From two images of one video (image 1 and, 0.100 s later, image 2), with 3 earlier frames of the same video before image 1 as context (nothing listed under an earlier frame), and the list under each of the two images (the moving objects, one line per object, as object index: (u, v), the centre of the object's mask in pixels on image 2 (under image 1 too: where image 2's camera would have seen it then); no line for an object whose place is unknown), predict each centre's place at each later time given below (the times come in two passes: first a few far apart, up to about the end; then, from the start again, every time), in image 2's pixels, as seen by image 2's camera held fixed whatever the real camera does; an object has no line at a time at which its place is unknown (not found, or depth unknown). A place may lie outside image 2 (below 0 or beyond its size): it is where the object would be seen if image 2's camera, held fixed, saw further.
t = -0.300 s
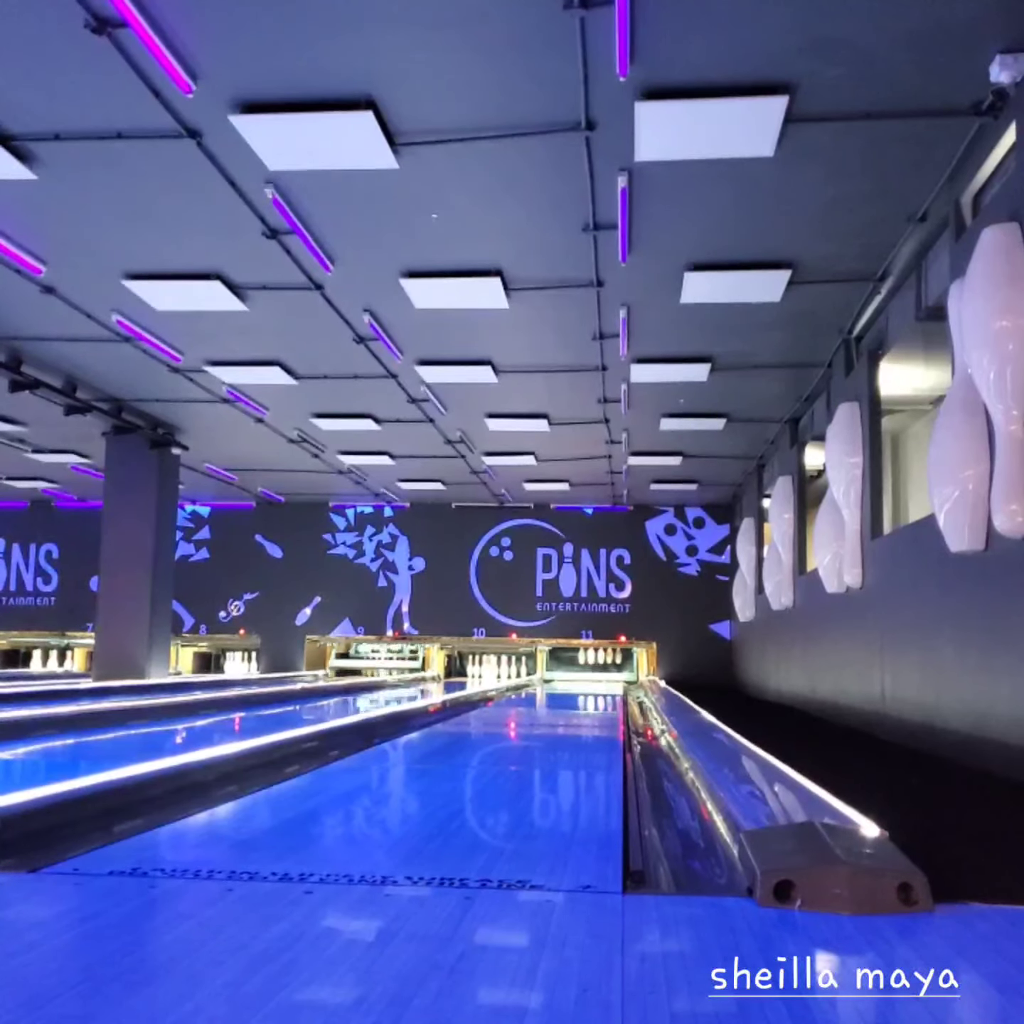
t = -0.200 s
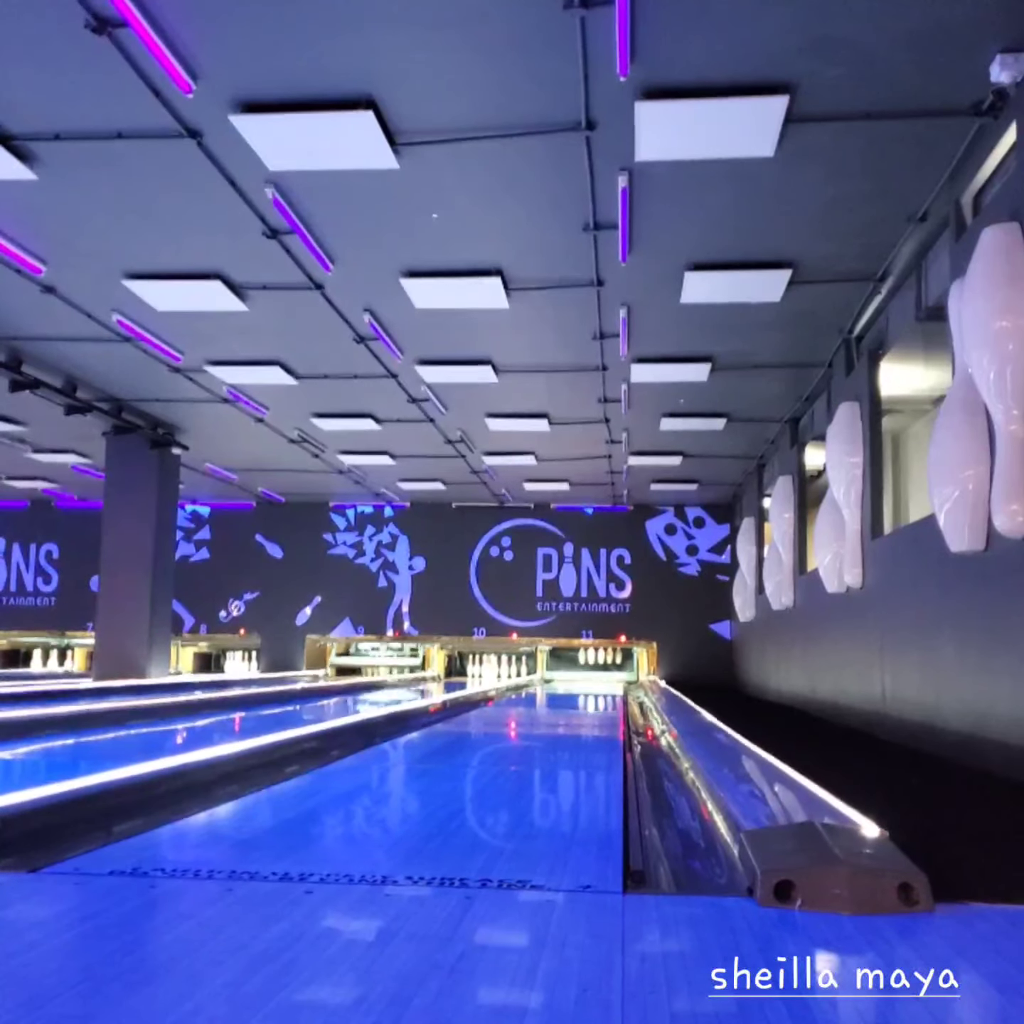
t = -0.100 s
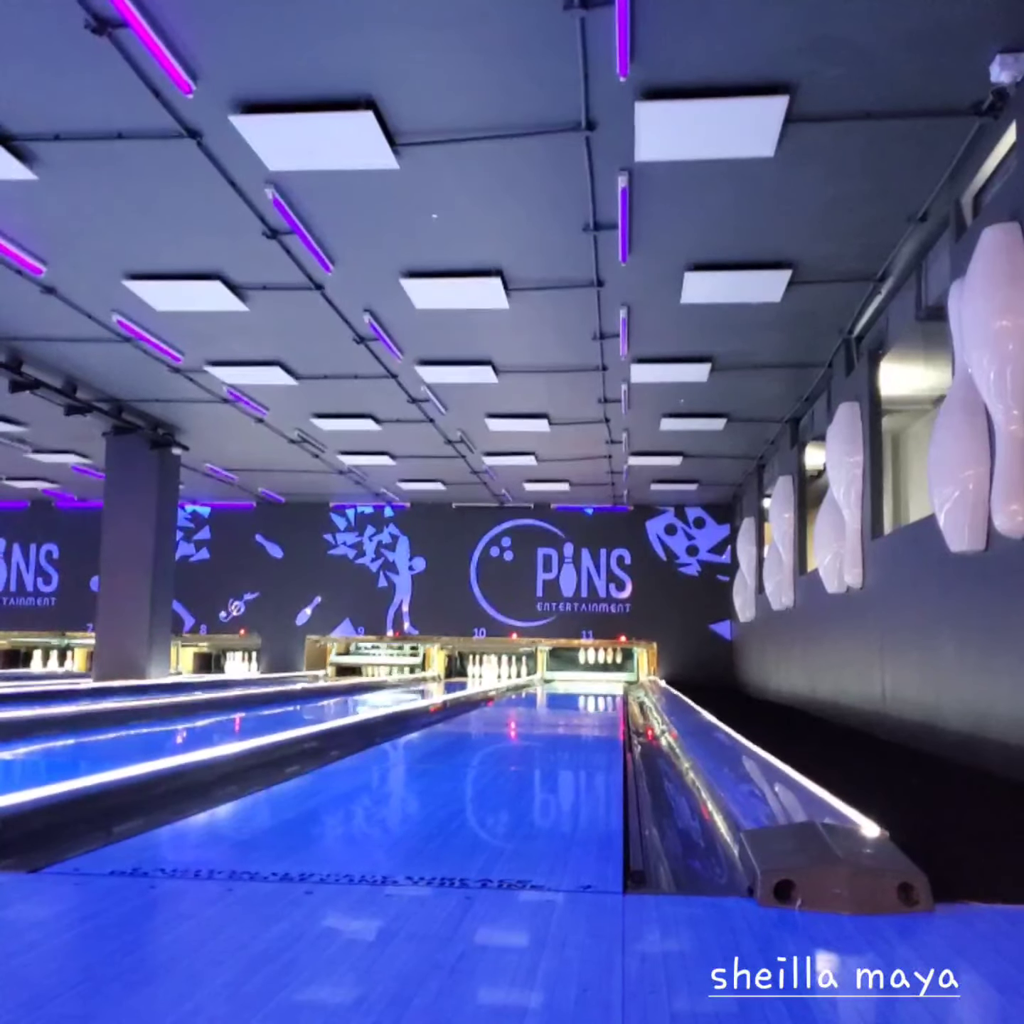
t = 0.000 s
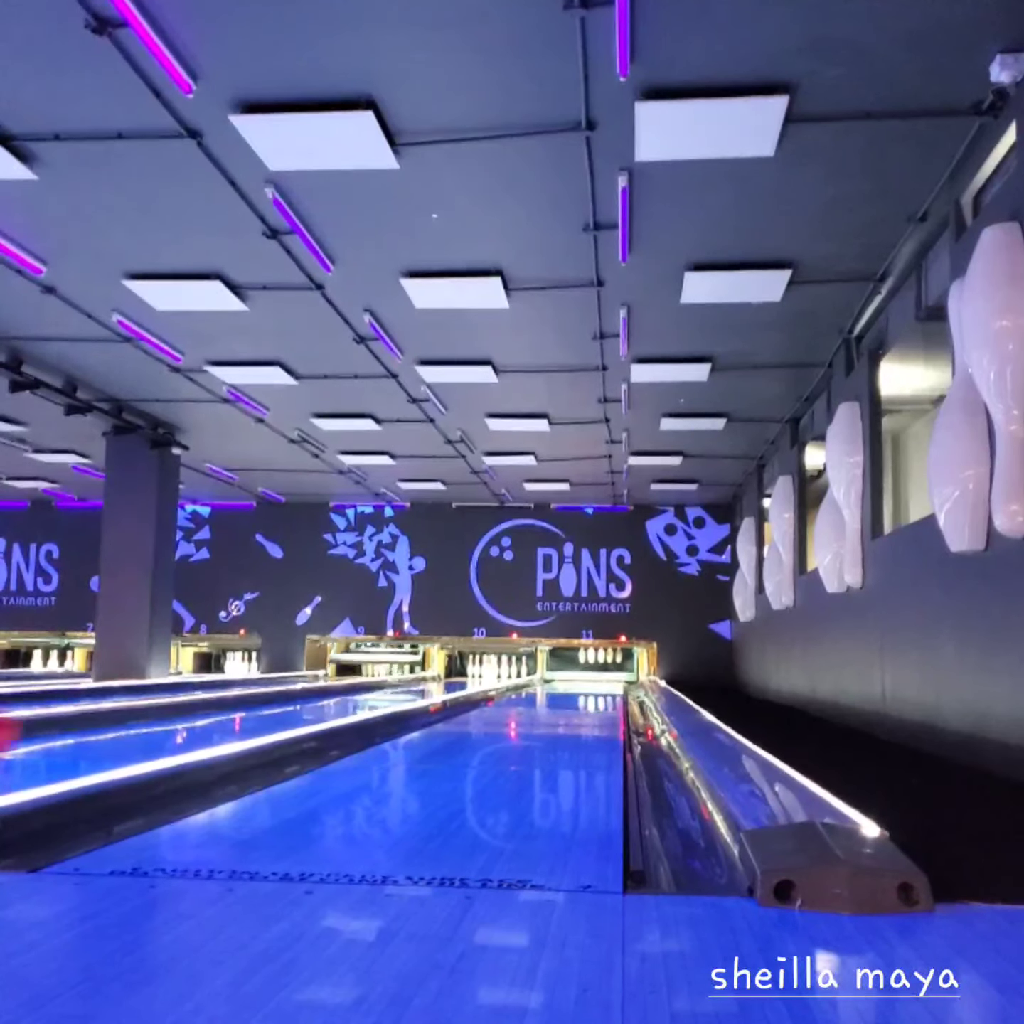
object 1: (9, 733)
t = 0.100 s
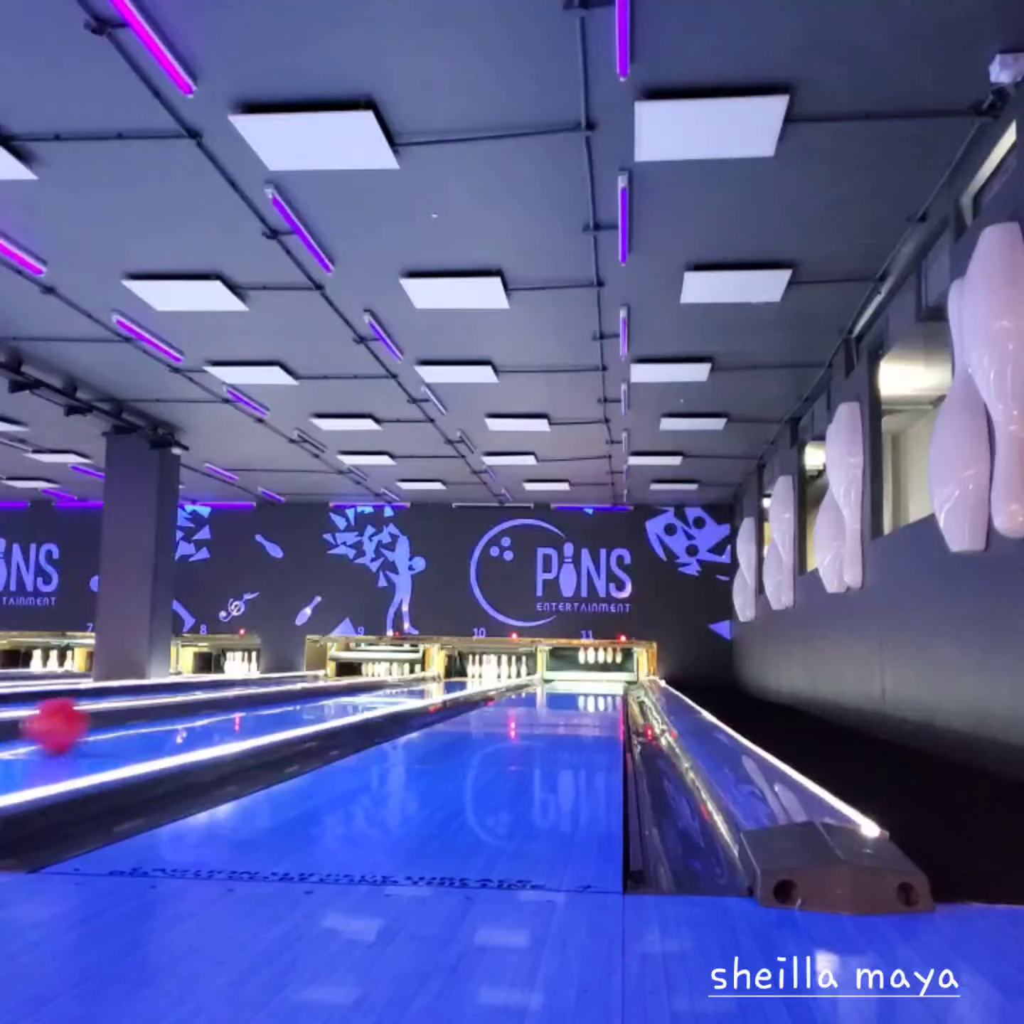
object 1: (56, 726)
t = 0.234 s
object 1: (134, 717)
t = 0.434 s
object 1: (218, 706)
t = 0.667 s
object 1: (287, 698)
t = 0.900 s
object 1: (334, 692)
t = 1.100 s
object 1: (365, 688)
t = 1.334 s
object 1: (395, 685)
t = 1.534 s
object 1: (415, 683)
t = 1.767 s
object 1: (433, 680)
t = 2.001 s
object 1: (449, 678)
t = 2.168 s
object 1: (459, 677)
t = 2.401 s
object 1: (472, 676)
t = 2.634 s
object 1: (481, 675)
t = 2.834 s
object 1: (489, 675)
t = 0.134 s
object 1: (78, 723)
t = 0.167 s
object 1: (98, 721)
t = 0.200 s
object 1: (117, 719)
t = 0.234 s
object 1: (134, 717)
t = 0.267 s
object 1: (151, 715)
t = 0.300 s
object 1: (165, 713)
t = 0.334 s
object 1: (180, 711)
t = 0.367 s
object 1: (194, 709)
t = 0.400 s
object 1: (207, 708)
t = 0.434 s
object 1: (218, 706)
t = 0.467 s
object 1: (231, 705)
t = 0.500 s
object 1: (240, 704)
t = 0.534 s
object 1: (250, 703)
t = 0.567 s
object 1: (260, 701)
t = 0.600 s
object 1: (270, 700)
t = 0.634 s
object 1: (278, 699)
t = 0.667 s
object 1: (287, 698)
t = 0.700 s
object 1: (294, 697)
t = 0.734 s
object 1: (301, 696)
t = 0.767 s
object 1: (308, 695)
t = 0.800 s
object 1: (315, 694)
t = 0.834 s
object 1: (321, 693)
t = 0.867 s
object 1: (328, 693)
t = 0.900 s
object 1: (334, 692)
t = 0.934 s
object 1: (340, 691)
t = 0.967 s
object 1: (346, 691)
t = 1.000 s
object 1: (351, 690)
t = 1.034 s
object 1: (356, 689)
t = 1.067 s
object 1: (361, 689)
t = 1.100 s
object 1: (365, 688)
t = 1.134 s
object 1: (370, 688)
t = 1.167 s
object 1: (375, 687)
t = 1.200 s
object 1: (379, 686)
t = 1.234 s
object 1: (383, 686)
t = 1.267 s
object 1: (387, 686)
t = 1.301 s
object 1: (392, 685)
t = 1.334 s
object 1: (395, 685)
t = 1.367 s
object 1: (398, 684)
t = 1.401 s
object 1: (401, 684)
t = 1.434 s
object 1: (405, 684)
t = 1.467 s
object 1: (408, 684)
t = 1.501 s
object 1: (412, 683)
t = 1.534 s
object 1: (415, 683)
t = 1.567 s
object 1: (417, 683)
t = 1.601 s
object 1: (420, 682)
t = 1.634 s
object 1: (424, 681)
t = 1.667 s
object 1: (425, 681)
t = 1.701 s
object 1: (429, 681)
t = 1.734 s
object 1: (431, 680)
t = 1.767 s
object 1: (433, 680)
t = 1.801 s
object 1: (436, 680)
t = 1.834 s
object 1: (438, 679)
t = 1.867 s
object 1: (440, 679)
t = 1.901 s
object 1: (442, 679)
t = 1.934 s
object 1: (444, 679)
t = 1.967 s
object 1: (447, 678)
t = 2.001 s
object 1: (449, 678)
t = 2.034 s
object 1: (451, 678)
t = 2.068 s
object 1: (454, 678)
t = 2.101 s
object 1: (456, 677)
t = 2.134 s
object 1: (458, 677)
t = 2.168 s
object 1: (459, 677)
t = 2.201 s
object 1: (462, 677)
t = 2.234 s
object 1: (464, 677)
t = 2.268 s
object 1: (466, 676)
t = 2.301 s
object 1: (467, 676)
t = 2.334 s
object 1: (469, 676)
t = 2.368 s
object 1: (471, 676)
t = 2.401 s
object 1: (472, 676)
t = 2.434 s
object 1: (473, 676)
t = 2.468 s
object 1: (475, 676)
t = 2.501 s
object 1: (476, 675)
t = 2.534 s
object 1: (478, 675)
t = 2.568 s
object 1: (479, 675)
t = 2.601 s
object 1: (480, 675)
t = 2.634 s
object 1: (481, 675)
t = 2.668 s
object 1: (483, 675)
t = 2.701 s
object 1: (484, 675)
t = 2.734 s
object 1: (486, 674)
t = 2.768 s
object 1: (487, 675)
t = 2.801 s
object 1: (488, 675)
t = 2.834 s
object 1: (489, 675)
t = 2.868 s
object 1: (490, 675)
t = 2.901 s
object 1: (492, 674)
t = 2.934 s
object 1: (493, 674)
